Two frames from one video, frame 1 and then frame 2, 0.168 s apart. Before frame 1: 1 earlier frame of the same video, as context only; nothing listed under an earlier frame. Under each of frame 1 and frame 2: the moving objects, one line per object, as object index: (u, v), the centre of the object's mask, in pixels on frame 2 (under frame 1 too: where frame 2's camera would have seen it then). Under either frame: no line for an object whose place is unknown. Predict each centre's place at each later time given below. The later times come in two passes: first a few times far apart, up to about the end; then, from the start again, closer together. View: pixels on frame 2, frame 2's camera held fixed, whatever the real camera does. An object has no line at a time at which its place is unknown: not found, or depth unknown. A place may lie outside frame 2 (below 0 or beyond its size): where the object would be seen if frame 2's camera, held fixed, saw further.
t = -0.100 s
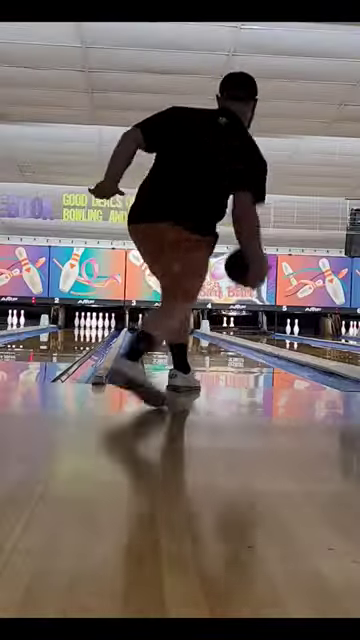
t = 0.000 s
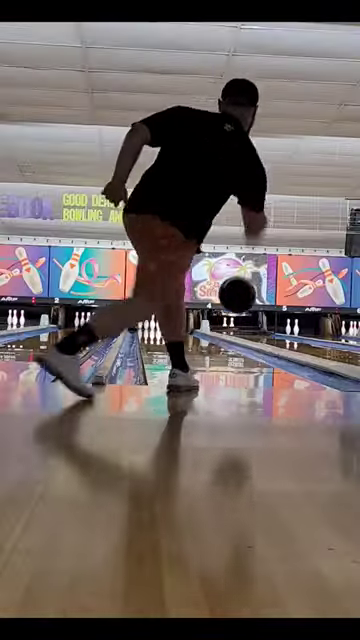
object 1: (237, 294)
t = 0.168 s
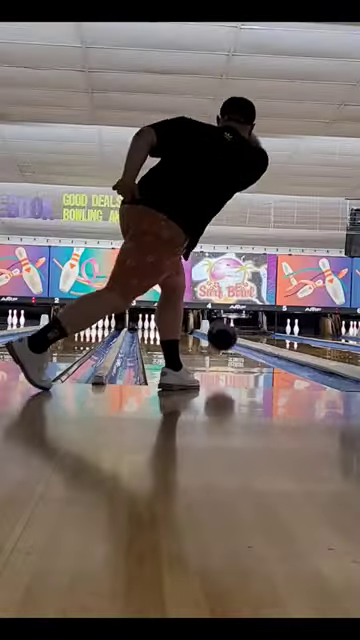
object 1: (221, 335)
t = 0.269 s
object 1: (215, 348)
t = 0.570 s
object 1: (203, 344)
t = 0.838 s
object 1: (196, 338)
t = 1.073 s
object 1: (191, 335)
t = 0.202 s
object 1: (219, 347)
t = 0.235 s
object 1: (217, 353)
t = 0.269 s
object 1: (215, 348)
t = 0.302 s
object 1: (214, 344)
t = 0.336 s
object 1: (212, 341)
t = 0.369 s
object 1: (211, 341)
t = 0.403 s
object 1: (209, 341)
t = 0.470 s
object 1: (206, 346)
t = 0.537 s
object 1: (204, 344)
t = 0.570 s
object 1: (203, 344)
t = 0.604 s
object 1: (202, 343)
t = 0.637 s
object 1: (201, 342)
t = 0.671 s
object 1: (200, 341)
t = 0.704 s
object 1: (199, 341)
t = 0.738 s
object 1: (198, 340)
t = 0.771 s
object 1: (197, 340)
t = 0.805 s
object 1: (197, 339)
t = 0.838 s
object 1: (196, 338)
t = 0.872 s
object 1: (195, 338)
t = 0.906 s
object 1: (195, 338)
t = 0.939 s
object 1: (194, 337)
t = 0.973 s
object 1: (193, 336)
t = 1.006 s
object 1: (192, 336)
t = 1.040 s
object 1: (191, 335)
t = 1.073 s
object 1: (191, 335)
